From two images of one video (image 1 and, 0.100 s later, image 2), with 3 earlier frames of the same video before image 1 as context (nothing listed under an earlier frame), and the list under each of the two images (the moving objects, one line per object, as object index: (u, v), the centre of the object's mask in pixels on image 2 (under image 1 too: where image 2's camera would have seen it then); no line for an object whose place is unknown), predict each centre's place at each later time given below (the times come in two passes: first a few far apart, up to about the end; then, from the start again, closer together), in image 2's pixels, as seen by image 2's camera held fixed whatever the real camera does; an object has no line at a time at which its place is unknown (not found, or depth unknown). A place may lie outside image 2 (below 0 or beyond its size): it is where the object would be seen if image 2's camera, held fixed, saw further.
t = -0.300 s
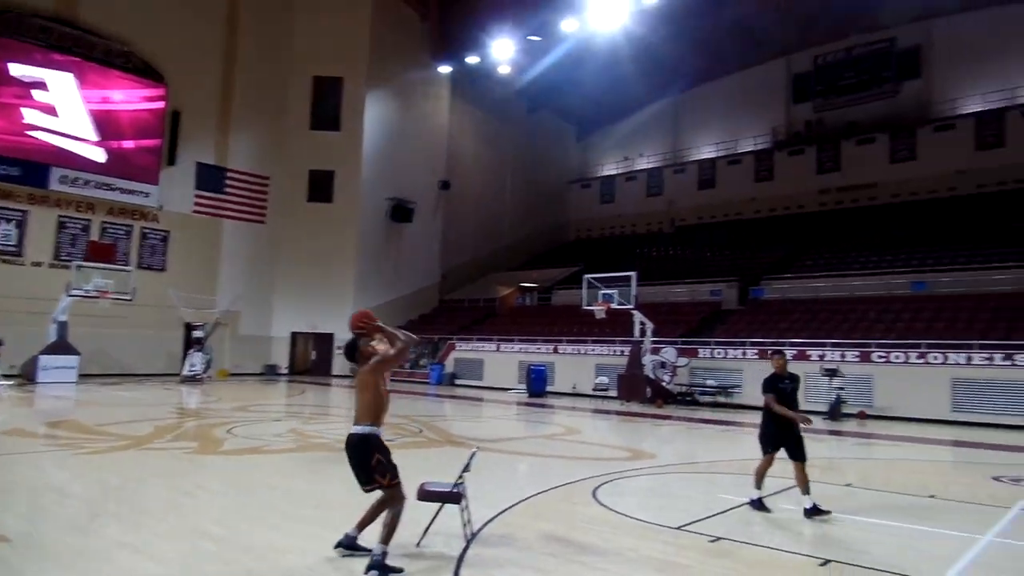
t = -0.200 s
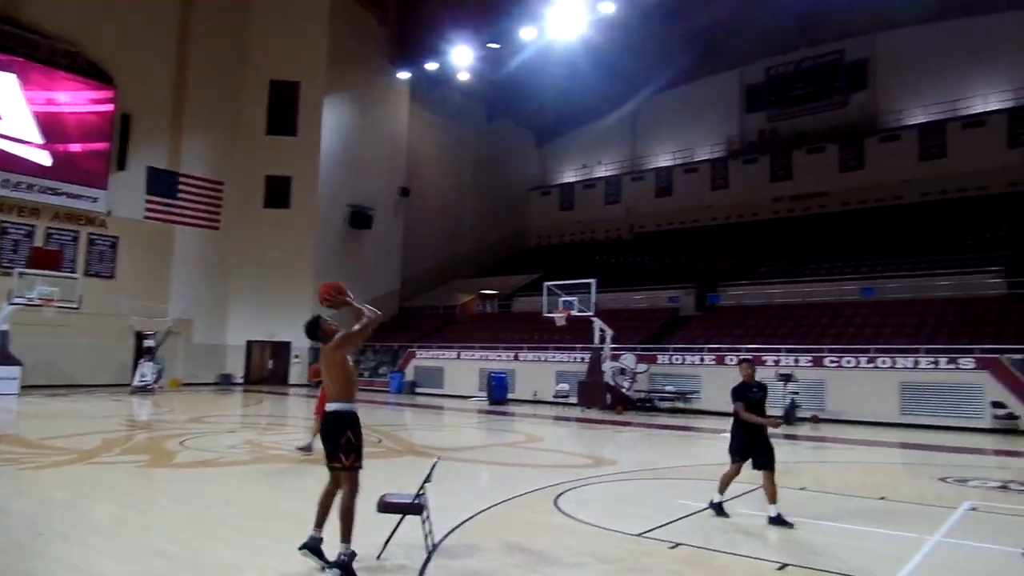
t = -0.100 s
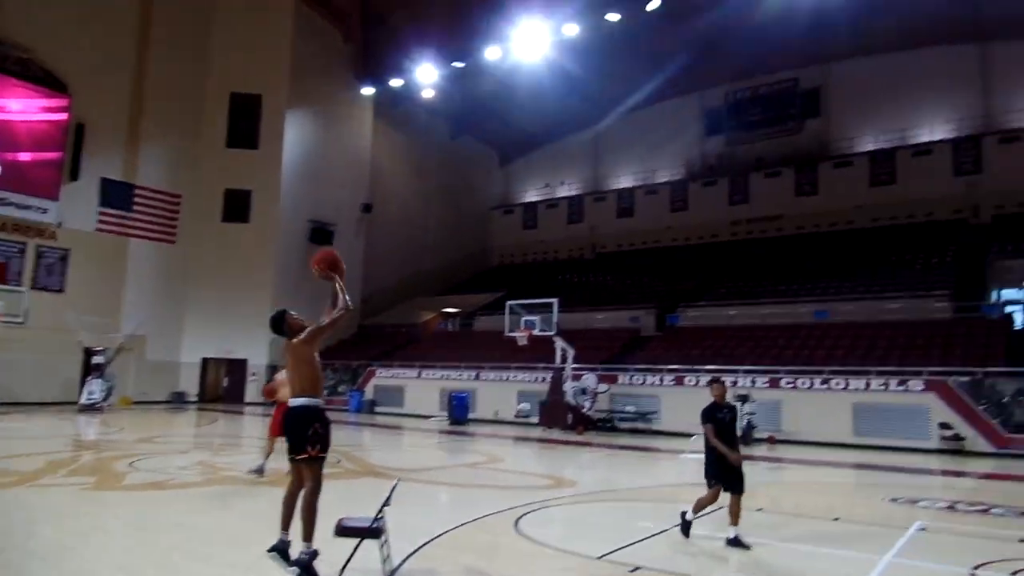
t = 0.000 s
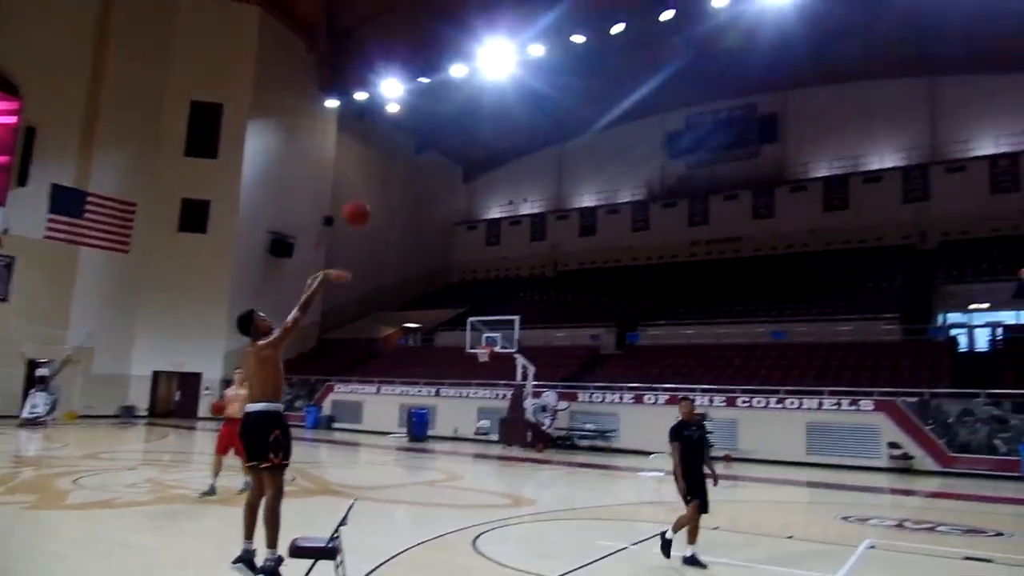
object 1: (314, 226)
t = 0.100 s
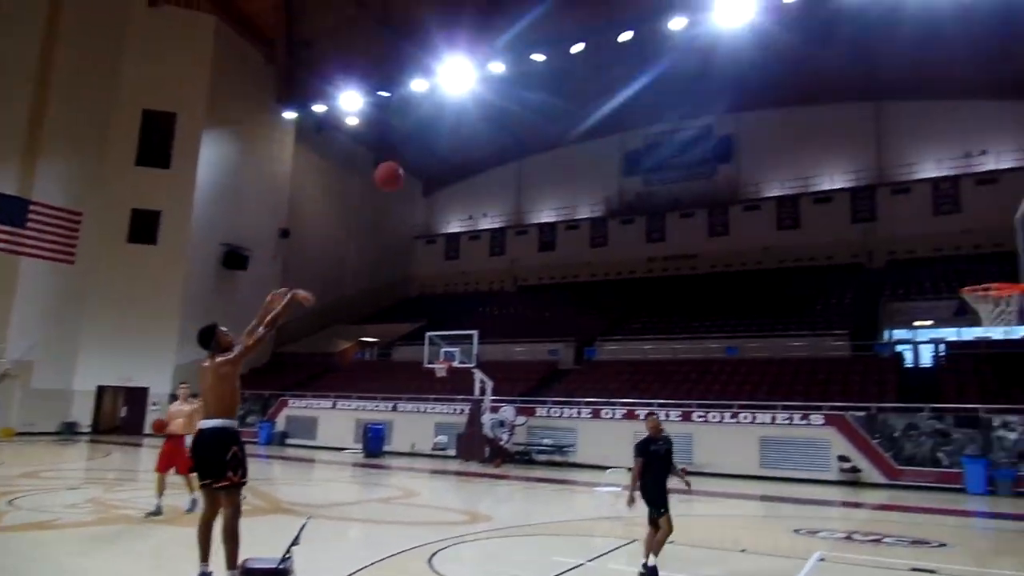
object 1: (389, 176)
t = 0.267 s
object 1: (500, 121)
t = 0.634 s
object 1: (705, 105)
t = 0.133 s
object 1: (412, 163)
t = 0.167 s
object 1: (435, 150)
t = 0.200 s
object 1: (457, 139)
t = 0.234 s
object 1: (479, 130)
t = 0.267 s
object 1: (500, 121)
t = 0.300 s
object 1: (520, 115)
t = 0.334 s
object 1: (541, 108)
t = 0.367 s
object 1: (561, 103)
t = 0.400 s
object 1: (582, 99)
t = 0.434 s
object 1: (601, 96)
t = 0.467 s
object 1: (620, 95)
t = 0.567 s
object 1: (670, 99)
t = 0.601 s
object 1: (688, 101)
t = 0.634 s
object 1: (705, 105)
